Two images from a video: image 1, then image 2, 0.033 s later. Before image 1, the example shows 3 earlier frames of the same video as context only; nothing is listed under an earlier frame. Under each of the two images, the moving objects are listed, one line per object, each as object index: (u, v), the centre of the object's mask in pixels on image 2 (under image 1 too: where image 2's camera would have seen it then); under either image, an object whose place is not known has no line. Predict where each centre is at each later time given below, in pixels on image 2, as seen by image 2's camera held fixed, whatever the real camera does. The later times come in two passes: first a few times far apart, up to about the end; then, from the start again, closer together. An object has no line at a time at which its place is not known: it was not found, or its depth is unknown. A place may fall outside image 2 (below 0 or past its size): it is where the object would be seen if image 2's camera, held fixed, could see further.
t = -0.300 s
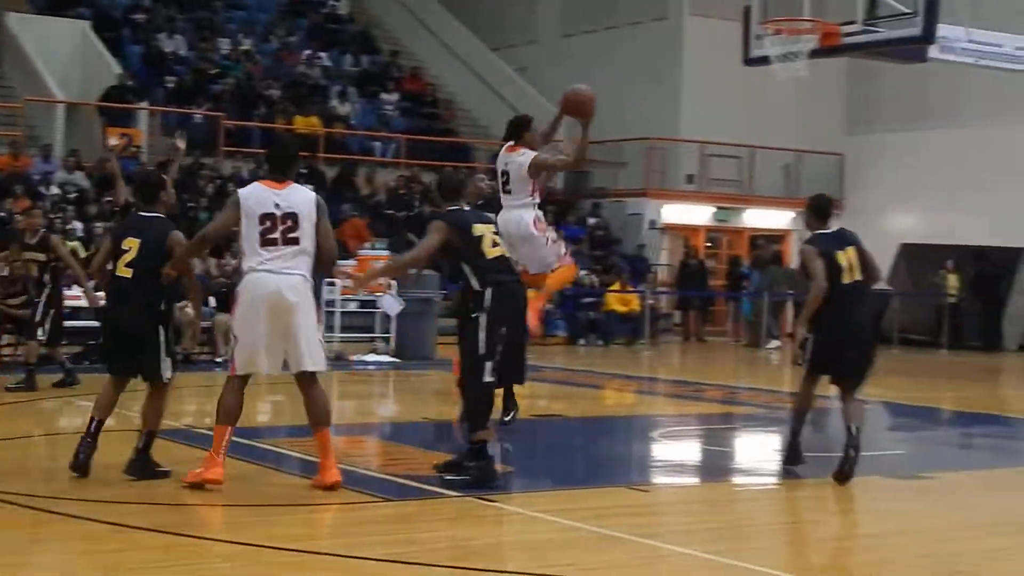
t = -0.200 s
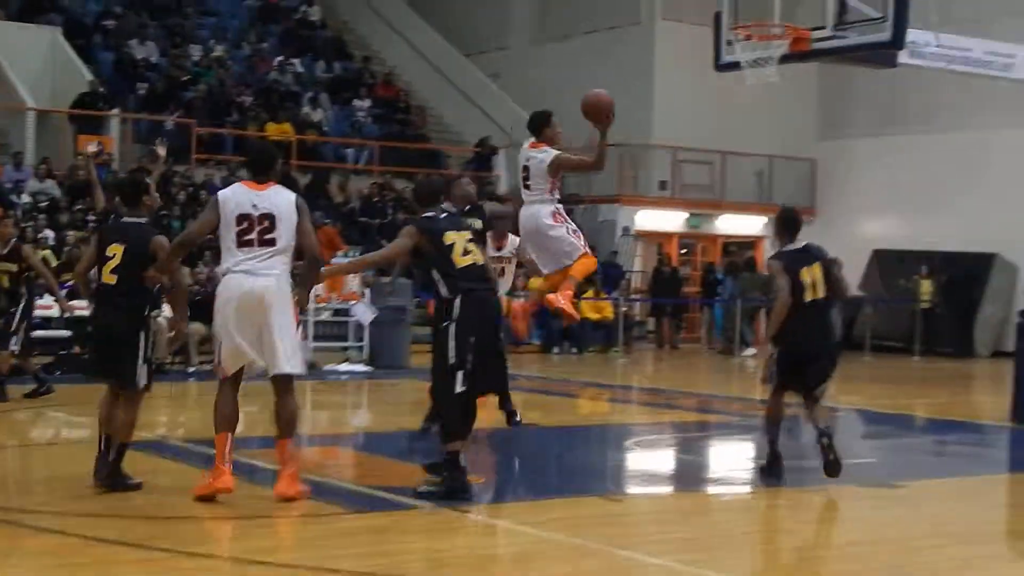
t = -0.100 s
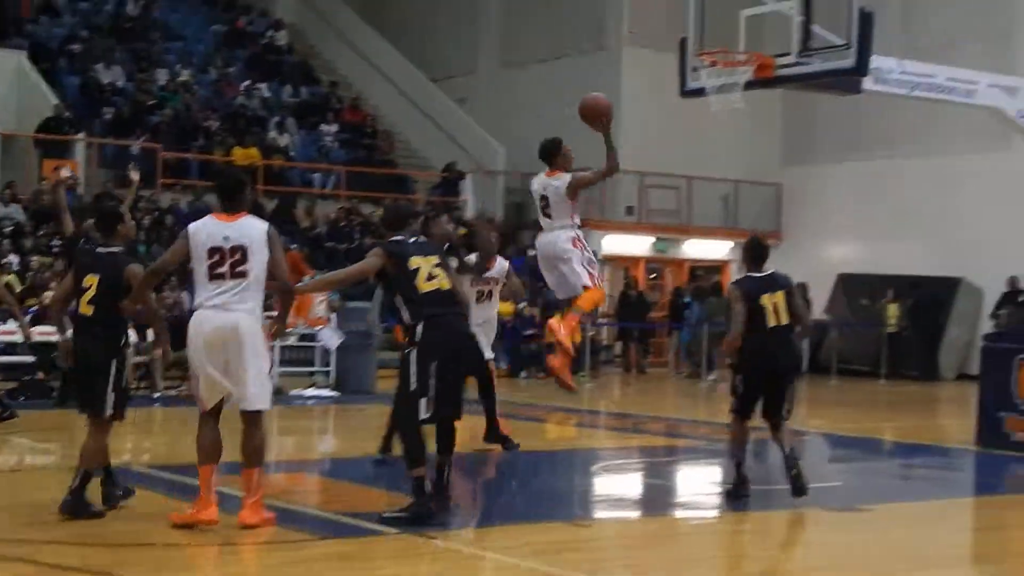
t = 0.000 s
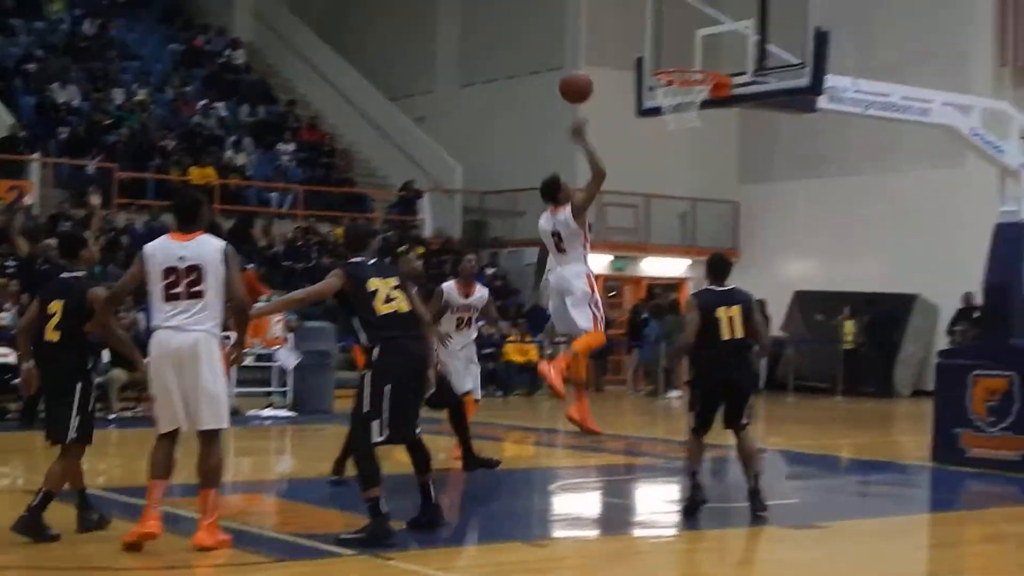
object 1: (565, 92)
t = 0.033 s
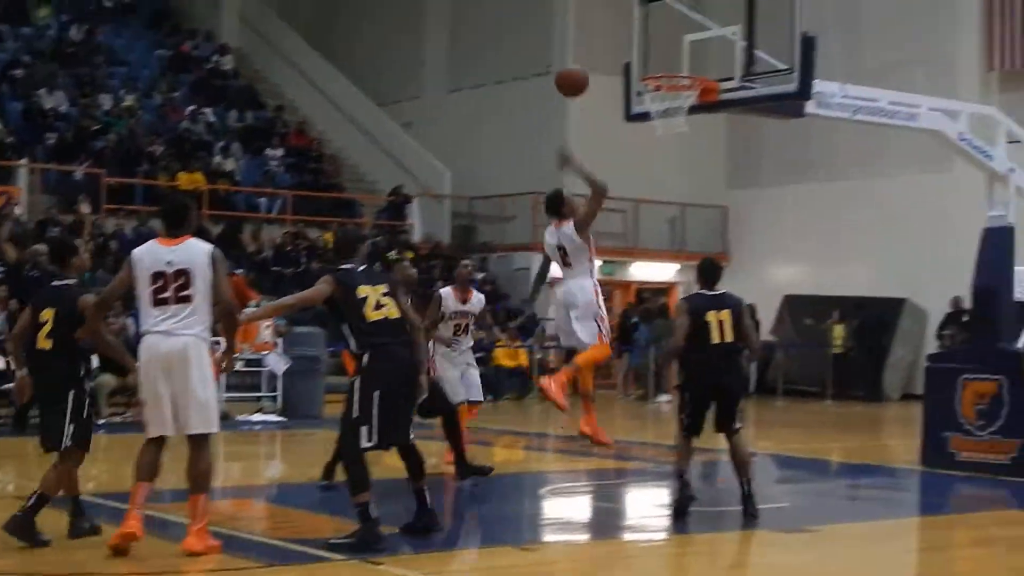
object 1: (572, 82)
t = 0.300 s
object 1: (627, 42)
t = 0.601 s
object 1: (686, 97)
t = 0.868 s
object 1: (671, 181)
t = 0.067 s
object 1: (580, 71)
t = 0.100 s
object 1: (587, 62)
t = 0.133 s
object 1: (594, 56)
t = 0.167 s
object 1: (601, 49)
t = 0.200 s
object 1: (608, 45)
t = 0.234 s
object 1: (614, 43)
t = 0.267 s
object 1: (621, 42)
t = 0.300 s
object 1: (627, 42)
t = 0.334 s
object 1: (633, 43)
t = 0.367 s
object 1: (640, 46)
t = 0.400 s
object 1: (647, 51)
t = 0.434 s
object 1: (654, 58)
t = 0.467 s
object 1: (659, 63)
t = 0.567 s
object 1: (687, 98)
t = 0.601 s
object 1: (686, 97)
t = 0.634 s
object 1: (680, 120)
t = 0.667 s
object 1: (677, 123)
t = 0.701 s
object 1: (678, 127)
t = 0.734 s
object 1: (676, 133)
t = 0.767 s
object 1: (675, 141)
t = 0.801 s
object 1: (674, 153)
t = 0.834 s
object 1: (672, 166)
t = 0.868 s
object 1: (671, 181)
